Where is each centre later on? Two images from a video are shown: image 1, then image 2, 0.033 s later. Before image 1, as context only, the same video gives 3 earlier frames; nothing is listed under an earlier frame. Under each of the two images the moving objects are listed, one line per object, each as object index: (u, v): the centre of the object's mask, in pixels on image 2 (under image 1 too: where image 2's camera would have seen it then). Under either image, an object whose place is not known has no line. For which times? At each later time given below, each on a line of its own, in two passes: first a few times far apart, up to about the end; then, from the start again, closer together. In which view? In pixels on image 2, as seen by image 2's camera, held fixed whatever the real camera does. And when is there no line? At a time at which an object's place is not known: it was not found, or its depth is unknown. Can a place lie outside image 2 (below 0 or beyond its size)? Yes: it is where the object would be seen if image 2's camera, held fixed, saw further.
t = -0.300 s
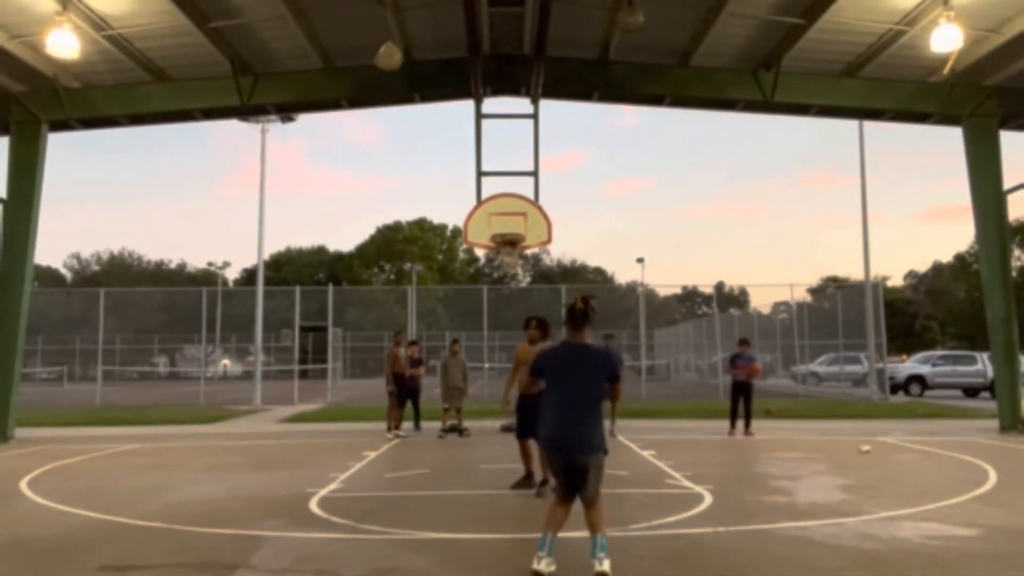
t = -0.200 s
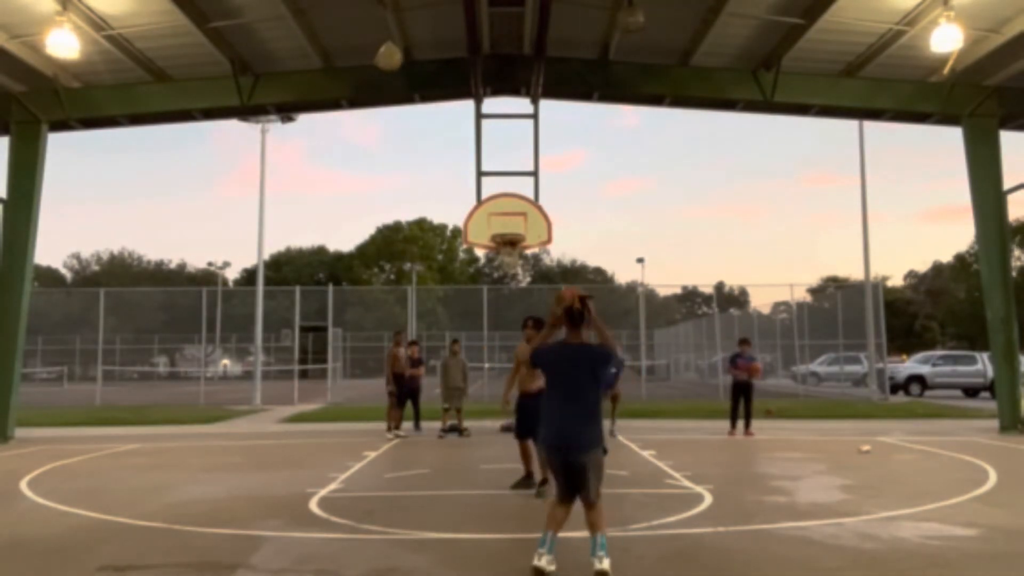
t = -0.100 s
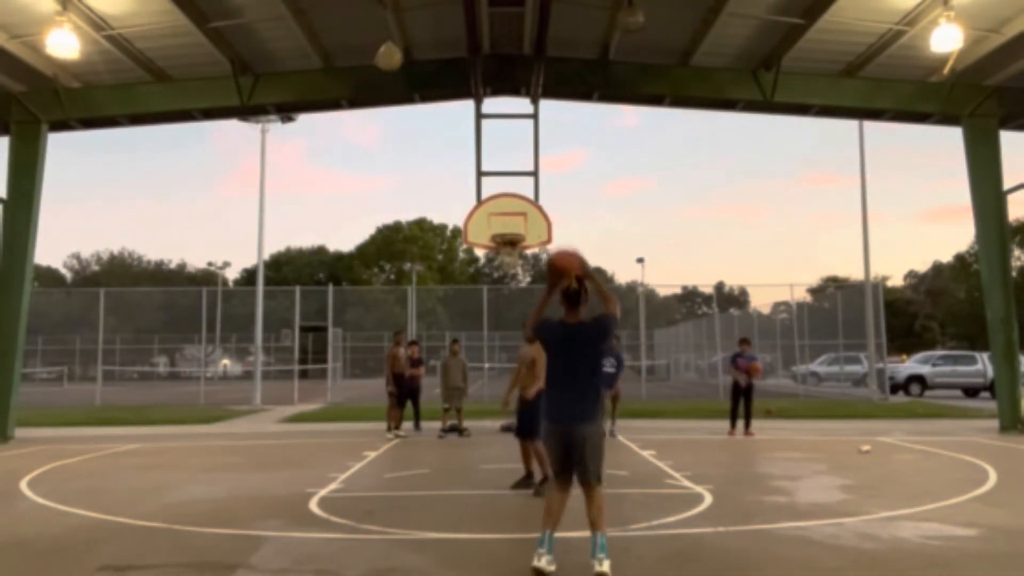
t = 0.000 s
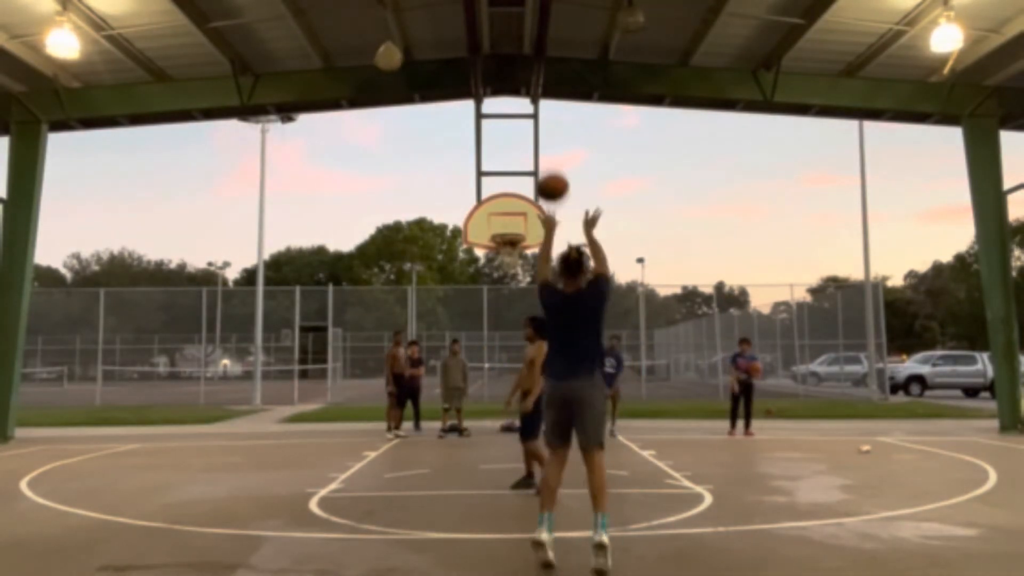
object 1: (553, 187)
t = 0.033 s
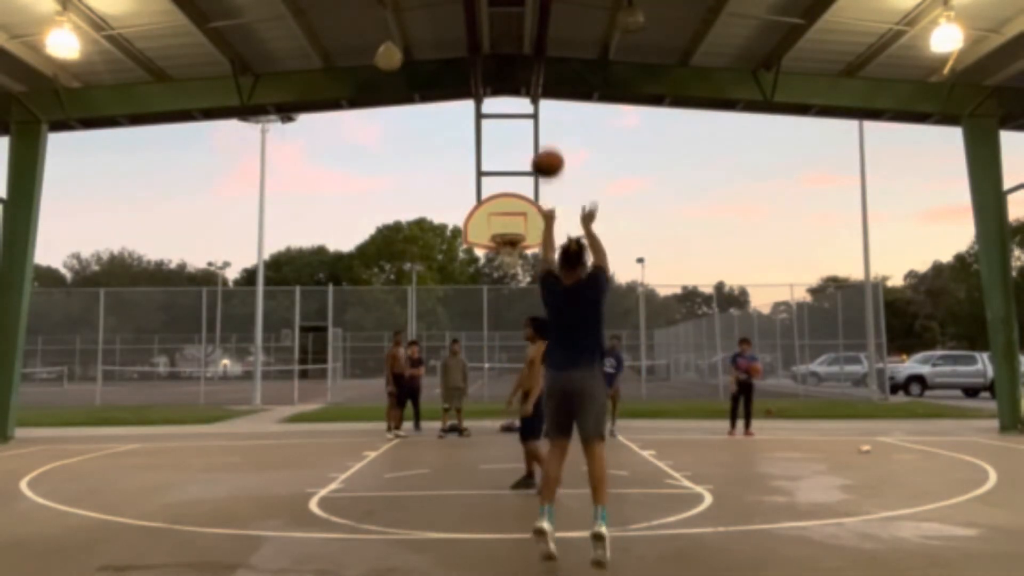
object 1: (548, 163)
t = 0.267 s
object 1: (523, 71)
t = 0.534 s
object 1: (505, 61)
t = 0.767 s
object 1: (493, 98)
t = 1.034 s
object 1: (483, 175)
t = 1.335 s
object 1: (475, 294)
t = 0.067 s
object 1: (544, 143)
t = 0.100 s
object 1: (540, 126)
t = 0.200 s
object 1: (530, 86)
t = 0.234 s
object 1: (526, 77)
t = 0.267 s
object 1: (523, 71)
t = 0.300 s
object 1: (521, 67)
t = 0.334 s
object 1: (518, 62)
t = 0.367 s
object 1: (515, 59)
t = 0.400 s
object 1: (513, 57)
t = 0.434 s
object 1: (511, 56)
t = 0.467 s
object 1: (509, 57)
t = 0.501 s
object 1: (507, 58)
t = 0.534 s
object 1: (505, 61)
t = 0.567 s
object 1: (503, 64)
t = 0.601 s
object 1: (501, 68)
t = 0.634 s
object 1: (500, 72)
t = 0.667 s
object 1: (498, 77)
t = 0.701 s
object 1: (497, 83)
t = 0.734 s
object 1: (494, 90)
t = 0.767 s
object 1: (493, 98)
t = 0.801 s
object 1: (491, 106)
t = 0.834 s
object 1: (490, 114)
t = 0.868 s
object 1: (489, 124)
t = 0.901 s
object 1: (487, 133)
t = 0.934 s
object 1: (487, 142)
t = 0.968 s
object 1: (486, 153)
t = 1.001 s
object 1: (484, 164)
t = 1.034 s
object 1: (483, 175)
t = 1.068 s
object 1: (482, 187)
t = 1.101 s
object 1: (481, 199)
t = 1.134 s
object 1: (480, 211)
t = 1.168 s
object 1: (479, 224)
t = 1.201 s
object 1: (478, 238)
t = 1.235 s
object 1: (476, 251)
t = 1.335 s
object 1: (475, 294)
